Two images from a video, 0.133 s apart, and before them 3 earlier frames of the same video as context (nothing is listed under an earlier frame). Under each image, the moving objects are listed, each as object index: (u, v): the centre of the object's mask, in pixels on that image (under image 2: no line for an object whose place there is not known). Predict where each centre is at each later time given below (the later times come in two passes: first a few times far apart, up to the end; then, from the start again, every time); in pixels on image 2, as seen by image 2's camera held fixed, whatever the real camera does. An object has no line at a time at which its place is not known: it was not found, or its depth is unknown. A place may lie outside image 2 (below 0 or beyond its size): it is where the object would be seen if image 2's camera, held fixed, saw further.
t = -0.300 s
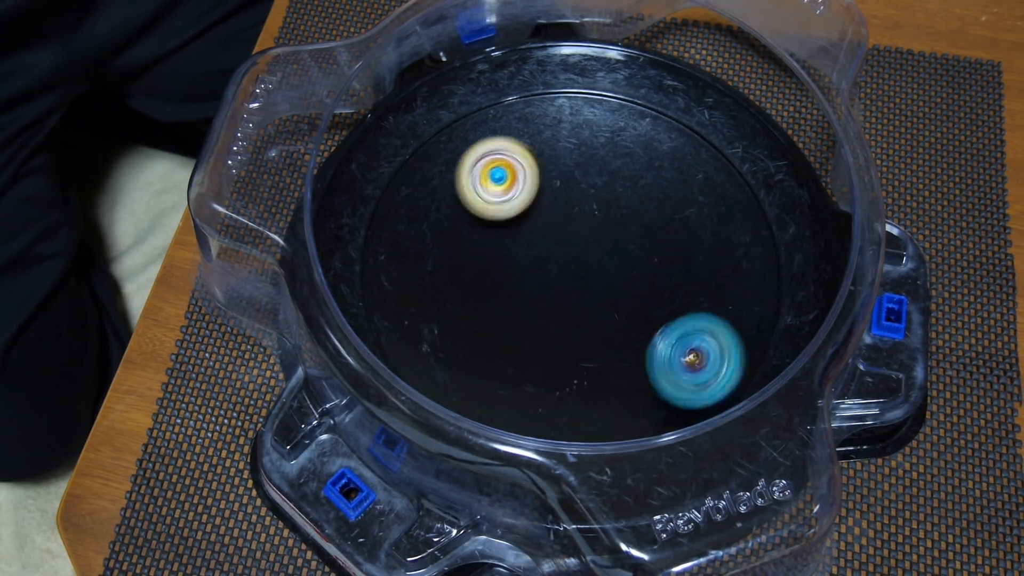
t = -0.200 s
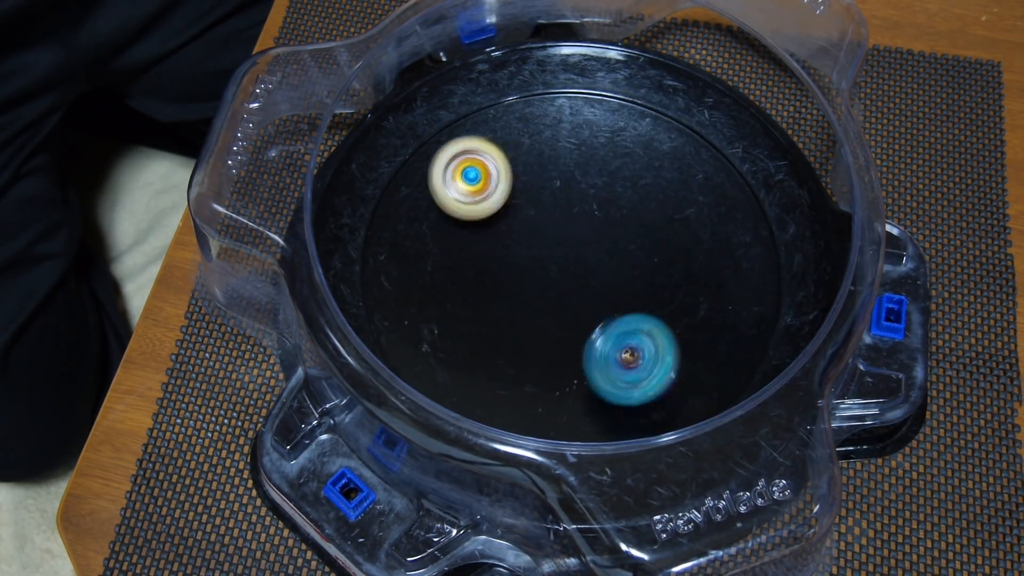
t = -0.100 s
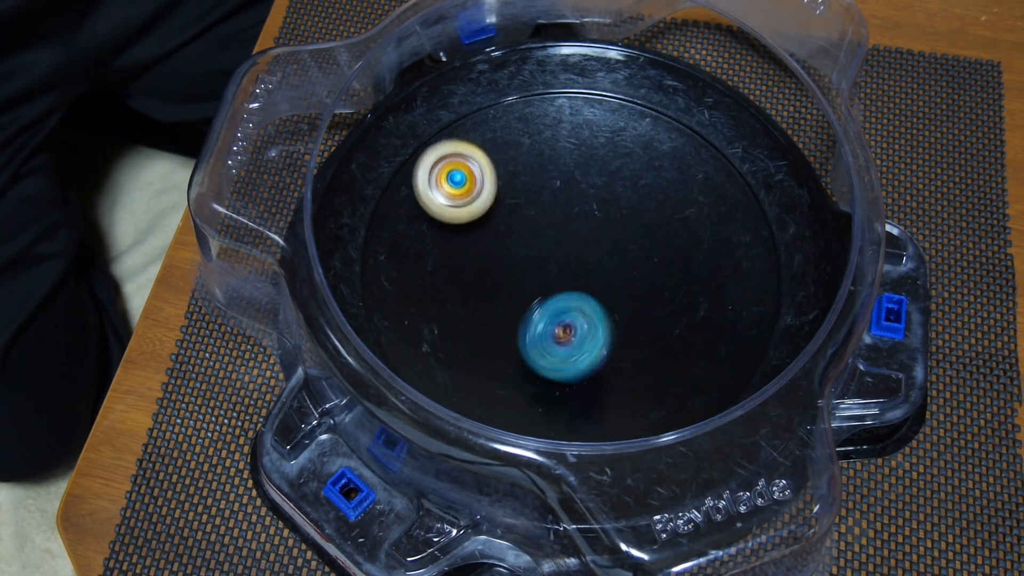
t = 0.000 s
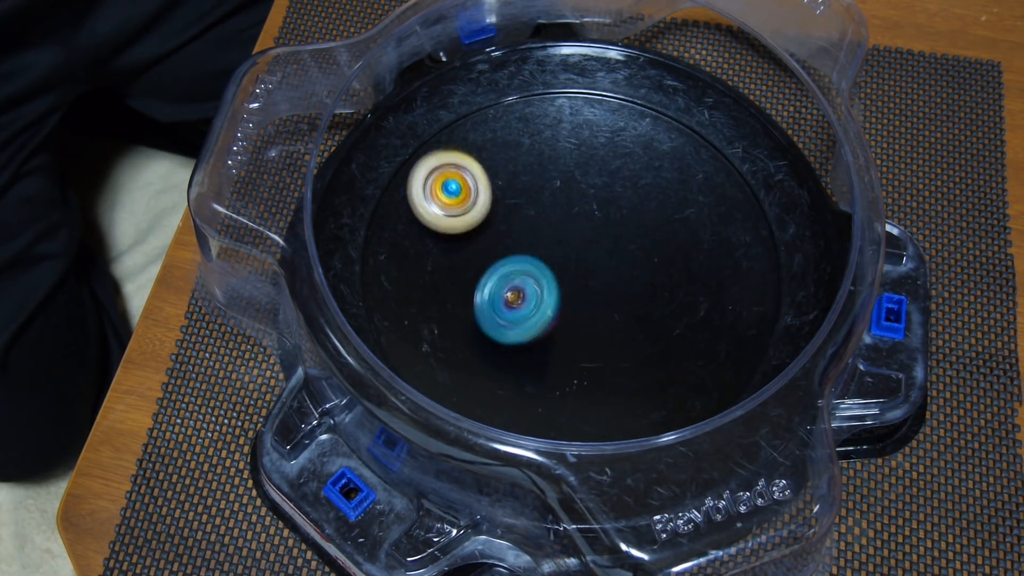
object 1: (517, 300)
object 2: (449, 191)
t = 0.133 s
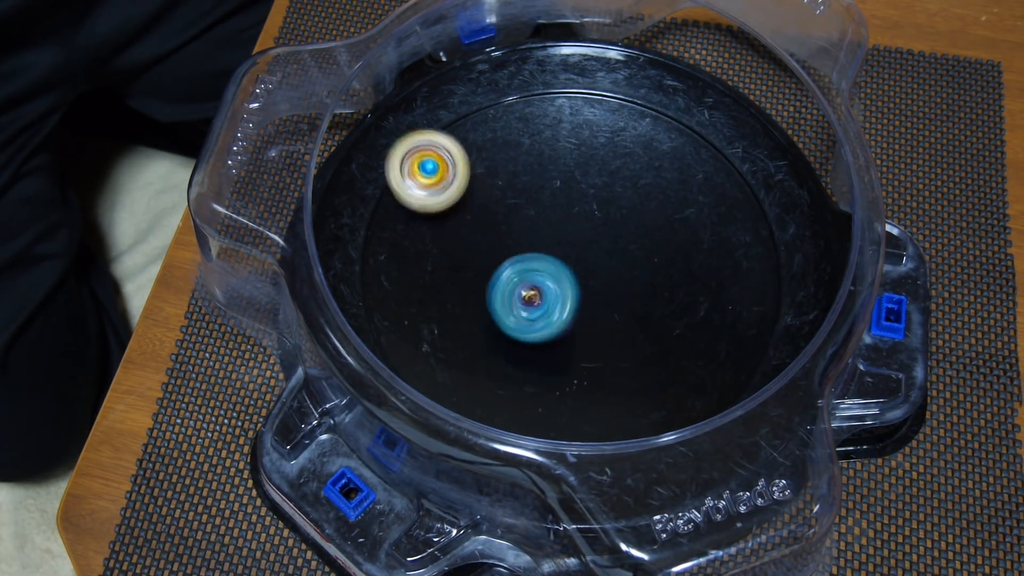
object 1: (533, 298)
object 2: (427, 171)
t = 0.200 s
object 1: (576, 322)
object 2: (421, 144)
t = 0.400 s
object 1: (691, 356)
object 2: (496, 158)
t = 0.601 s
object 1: (717, 313)
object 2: (561, 264)
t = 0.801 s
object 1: (628, 268)
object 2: (560, 347)
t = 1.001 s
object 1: (537, 249)
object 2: (535, 391)
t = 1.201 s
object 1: (504, 250)
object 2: (518, 346)
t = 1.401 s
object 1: (520, 226)
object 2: (609, 299)
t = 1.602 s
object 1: (544, 222)
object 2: (688, 287)
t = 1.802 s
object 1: (571, 221)
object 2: (726, 296)
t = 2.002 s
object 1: (596, 226)
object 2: (657, 286)
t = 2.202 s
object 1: (558, 201)
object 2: (630, 250)
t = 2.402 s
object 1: (532, 225)
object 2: (637, 226)
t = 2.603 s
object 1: (530, 254)
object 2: (616, 232)
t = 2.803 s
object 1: (499, 278)
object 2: (621, 231)
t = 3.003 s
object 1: (508, 278)
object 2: (584, 236)
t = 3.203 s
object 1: (518, 277)
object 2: (596, 220)
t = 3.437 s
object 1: (537, 266)
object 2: (623, 234)
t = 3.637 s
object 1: (532, 269)
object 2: (642, 259)
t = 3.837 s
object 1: (515, 255)
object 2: (628, 279)
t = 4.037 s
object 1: (486, 236)
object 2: (642, 269)
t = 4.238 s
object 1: (486, 223)
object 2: (680, 289)
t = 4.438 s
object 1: (530, 216)
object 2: (626, 287)
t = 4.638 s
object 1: (511, 158)
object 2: (635, 296)
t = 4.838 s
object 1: (532, 170)
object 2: (618, 298)
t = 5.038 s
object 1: (557, 185)
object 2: (606, 274)
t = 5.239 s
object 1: (567, 199)
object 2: (620, 276)
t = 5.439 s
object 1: (570, 207)
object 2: (616, 322)
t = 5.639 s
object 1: (579, 228)
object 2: (568, 317)
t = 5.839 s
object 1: (581, 239)
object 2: (524, 302)
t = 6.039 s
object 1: (601, 234)
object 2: (510, 272)
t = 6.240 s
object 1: (655, 229)
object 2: (510, 254)
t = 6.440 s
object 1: (657, 245)
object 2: (552, 253)
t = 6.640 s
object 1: (659, 272)
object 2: (563, 276)
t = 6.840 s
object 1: (650, 289)
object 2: (532, 277)
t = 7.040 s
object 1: (619, 287)
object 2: (518, 241)
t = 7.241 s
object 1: (612, 284)
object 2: (534, 204)
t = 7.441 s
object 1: (609, 278)
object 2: (563, 193)
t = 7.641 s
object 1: (613, 288)
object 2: (578, 207)
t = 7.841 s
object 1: (613, 306)
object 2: (568, 232)
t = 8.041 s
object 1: (601, 306)
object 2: (540, 242)
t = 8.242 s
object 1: (591, 299)
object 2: (528, 234)
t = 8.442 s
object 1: (596, 287)
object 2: (544, 221)
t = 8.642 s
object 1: (610, 286)
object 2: (560, 219)
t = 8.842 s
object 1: (619, 296)
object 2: (568, 222)
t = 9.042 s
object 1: (610, 302)
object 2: (573, 226)
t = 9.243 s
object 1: (593, 306)
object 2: (573, 227)
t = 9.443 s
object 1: (576, 310)
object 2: (574, 217)
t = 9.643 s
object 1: (569, 294)
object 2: (589, 217)
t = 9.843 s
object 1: (568, 304)
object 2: (602, 183)
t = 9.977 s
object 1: (583, 296)
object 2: (596, 177)
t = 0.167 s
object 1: (554, 310)
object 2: (423, 156)
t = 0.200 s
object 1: (576, 322)
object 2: (421, 144)
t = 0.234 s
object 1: (599, 333)
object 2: (424, 137)
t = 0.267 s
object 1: (621, 343)
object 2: (436, 136)
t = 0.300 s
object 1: (641, 350)
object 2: (450, 138)
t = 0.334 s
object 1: (660, 355)
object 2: (464, 142)
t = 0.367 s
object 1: (677, 358)
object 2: (481, 148)
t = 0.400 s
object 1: (691, 356)
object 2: (496, 158)
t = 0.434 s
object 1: (704, 353)
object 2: (510, 172)
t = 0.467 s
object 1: (714, 347)
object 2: (524, 188)
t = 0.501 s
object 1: (721, 340)
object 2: (536, 206)
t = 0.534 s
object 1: (725, 332)
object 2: (546, 226)
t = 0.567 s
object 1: (723, 322)
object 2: (554, 244)
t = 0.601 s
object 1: (717, 313)
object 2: (561, 264)
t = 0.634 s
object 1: (707, 305)
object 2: (564, 281)
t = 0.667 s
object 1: (694, 297)
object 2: (565, 296)
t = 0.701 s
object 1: (679, 289)
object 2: (565, 311)
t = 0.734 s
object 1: (663, 281)
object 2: (564, 324)
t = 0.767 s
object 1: (645, 275)
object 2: (562, 336)
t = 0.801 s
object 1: (628, 268)
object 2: (560, 347)
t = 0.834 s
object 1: (610, 262)
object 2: (557, 358)
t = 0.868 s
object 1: (593, 259)
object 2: (554, 367)
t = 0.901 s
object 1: (578, 255)
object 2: (549, 376)
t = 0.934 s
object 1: (563, 252)
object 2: (546, 383)
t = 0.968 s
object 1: (550, 250)
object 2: (541, 388)
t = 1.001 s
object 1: (537, 249)
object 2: (535, 391)
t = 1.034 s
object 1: (527, 248)
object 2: (527, 392)
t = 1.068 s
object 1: (518, 248)
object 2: (519, 390)
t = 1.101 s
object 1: (511, 249)
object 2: (513, 384)
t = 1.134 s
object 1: (506, 249)
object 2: (511, 374)
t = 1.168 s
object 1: (504, 250)
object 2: (512, 361)
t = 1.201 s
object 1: (504, 250)
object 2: (518, 346)
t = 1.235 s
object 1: (505, 250)
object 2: (527, 331)
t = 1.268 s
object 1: (508, 244)
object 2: (542, 322)
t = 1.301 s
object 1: (511, 238)
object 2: (559, 316)
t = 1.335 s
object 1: (514, 233)
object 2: (576, 309)
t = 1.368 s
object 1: (517, 229)
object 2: (593, 303)
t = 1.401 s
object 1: (520, 226)
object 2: (609, 299)
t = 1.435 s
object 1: (523, 225)
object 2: (624, 294)
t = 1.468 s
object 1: (527, 224)
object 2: (640, 292)
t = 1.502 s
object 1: (532, 223)
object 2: (652, 289)
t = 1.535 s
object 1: (536, 223)
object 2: (665, 288)
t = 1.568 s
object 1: (540, 223)
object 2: (676, 287)
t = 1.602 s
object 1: (544, 222)
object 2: (688, 287)
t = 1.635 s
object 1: (548, 222)
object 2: (699, 287)
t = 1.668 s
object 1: (553, 221)
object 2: (707, 287)
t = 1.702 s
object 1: (557, 221)
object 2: (714, 288)
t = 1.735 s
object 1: (562, 221)
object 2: (720, 290)
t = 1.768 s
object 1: (567, 221)
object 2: (725, 292)
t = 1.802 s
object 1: (571, 221)
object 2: (726, 296)
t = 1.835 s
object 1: (576, 221)
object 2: (723, 300)
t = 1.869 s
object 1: (581, 222)
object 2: (715, 302)
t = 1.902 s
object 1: (586, 223)
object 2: (701, 302)
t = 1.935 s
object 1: (590, 225)
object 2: (687, 300)
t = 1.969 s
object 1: (594, 226)
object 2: (671, 293)
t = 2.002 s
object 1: (596, 226)
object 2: (657, 286)
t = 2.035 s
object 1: (590, 220)
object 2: (651, 283)
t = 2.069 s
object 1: (583, 213)
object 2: (645, 277)
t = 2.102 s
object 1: (577, 209)
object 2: (638, 269)
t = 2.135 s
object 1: (571, 204)
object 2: (634, 262)
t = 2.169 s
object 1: (564, 201)
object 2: (632, 255)
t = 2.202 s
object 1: (558, 201)
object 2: (630, 250)
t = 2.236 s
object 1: (551, 203)
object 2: (629, 243)
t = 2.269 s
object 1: (544, 205)
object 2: (631, 238)
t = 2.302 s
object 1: (538, 209)
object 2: (633, 233)
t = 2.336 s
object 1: (534, 213)
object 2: (635, 230)
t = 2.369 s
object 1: (533, 219)
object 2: (637, 228)
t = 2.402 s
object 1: (532, 225)
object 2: (637, 226)
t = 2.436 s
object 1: (533, 231)
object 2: (637, 226)
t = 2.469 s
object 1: (533, 237)
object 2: (635, 226)
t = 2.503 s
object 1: (533, 242)
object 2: (632, 228)
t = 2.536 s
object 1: (533, 246)
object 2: (628, 230)
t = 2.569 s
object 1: (532, 250)
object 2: (622, 231)
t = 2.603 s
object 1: (530, 254)
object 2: (616, 232)
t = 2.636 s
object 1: (519, 260)
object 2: (618, 229)
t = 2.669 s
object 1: (511, 265)
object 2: (621, 228)
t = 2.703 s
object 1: (506, 269)
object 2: (623, 227)
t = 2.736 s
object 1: (502, 273)
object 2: (623, 228)
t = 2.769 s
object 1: (500, 276)
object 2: (623, 229)
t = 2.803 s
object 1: (499, 278)
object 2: (621, 231)
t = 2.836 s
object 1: (498, 279)
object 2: (617, 233)
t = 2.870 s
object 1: (499, 280)
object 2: (612, 235)
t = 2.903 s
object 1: (501, 280)
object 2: (606, 236)
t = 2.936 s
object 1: (503, 280)
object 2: (598, 238)
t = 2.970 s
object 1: (506, 279)
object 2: (590, 238)
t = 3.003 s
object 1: (508, 278)
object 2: (584, 236)
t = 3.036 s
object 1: (505, 280)
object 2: (585, 230)
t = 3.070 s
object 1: (504, 280)
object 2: (586, 225)
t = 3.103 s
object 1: (506, 280)
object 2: (589, 222)
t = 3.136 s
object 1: (509, 280)
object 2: (591, 220)
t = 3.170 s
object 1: (513, 279)
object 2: (593, 219)
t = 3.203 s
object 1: (518, 277)
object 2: (596, 220)
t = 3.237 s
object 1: (523, 274)
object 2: (599, 221)
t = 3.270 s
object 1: (529, 271)
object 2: (601, 223)
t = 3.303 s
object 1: (529, 271)
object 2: (606, 222)
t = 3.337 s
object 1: (530, 271)
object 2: (611, 223)
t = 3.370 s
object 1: (532, 270)
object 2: (616, 226)
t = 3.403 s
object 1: (536, 268)
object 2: (619, 229)
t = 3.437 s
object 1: (537, 266)
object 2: (623, 234)
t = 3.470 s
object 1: (532, 268)
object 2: (632, 235)
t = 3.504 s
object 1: (528, 269)
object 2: (639, 238)
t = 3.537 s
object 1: (527, 270)
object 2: (644, 242)
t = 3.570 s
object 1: (528, 270)
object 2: (646, 247)
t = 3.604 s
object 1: (529, 269)
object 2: (645, 253)
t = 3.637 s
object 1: (532, 269)
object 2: (642, 259)
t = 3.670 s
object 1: (534, 268)
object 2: (637, 264)
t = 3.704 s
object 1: (537, 266)
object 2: (628, 269)
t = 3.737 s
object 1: (528, 263)
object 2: (630, 271)
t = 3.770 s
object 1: (521, 260)
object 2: (632, 274)
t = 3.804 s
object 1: (517, 257)
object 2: (631, 276)
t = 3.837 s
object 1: (515, 255)
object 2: (628, 279)
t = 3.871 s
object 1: (516, 253)
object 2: (623, 279)
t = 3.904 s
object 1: (518, 252)
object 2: (615, 278)
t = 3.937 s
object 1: (520, 250)
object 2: (608, 275)
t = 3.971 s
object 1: (511, 246)
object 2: (614, 271)
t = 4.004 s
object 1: (497, 240)
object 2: (630, 269)
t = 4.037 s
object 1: (486, 236)
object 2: (642, 269)
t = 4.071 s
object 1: (480, 233)
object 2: (652, 269)
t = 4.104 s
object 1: (477, 230)
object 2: (661, 271)
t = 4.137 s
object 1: (476, 228)
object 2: (669, 273)
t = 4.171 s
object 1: (478, 226)
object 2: (677, 278)
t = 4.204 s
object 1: (481, 224)
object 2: (681, 283)
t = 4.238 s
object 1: (486, 223)
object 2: (680, 289)
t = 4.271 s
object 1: (491, 222)
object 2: (676, 293)
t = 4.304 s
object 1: (498, 222)
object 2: (669, 297)
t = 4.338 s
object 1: (506, 220)
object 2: (659, 298)
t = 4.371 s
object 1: (513, 219)
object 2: (648, 296)
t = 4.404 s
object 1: (521, 217)
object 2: (637, 292)
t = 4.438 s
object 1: (530, 216)
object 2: (626, 287)
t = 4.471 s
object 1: (538, 216)
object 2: (613, 280)
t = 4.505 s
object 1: (542, 211)
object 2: (610, 276)
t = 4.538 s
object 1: (530, 192)
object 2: (620, 283)
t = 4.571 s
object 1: (522, 176)
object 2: (627, 288)
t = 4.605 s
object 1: (515, 164)
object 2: (632, 293)
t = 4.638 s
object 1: (511, 158)
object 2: (635, 296)
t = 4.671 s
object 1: (510, 155)
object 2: (636, 299)
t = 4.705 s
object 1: (512, 155)
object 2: (635, 301)
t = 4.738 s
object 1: (516, 157)
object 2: (632, 302)
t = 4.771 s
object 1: (520, 160)
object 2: (627, 302)
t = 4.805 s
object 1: (526, 165)
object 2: (624, 300)
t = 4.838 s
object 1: (532, 170)
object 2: (618, 298)
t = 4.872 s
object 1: (537, 177)
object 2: (611, 293)
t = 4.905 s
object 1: (544, 185)
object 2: (605, 286)
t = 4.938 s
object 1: (553, 192)
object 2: (599, 278)
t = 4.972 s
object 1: (560, 197)
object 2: (597, 271)
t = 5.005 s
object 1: (558, 189)
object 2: (602, 273)
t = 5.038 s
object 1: (557, 185)
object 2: (606, 274)
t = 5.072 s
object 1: (557, 185)
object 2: (608, 274)
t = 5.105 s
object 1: (559, 186)
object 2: (612, 274)
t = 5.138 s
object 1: (561, 188)
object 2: (613, 273)
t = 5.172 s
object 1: (564, 193)
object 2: (615, 272)
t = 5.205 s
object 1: (566, 199)
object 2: (615, 271)
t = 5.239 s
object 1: (567, 199)
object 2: (620, 276)
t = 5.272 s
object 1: (566, 196)
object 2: (624, 286)
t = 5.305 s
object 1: (566, 194)
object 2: (627, 295)
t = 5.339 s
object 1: (566, 195)
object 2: (627, 303)
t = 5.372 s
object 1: (567, 198)
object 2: (626, 310)
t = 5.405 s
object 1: (568, 203)
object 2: (622, 317)
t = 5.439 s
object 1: (570, 207)
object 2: (616, 322)
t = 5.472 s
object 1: (571, 213)
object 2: (609, 325)
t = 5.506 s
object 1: (572, 219)
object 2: (600, 324)
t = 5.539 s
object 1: (573, 225)
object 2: (592, 323)
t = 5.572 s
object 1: (575, 231)
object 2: (582, 317)
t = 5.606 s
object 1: (577, 233)
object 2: (577, 314)
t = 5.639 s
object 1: (579, 228)
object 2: (568, 317)
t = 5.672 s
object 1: (580, 226)
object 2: (561, 320)
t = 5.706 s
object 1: (582, 226)
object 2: (552, 321)
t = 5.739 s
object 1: (581, 228)
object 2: (543, 321)
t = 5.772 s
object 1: (581, 231)
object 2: (535, 317)
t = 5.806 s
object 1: (580, 236)
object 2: (529, 311)
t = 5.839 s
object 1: (581, 239)
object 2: (524, 302)
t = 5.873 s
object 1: (586, 235)
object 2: (515, 301)
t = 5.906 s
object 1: (594, 232)
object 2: (510, 298)
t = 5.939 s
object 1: (599, 231)
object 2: (505, 293)
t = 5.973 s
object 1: (599, 230)
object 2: (503, 287)
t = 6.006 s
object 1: (600, 232)
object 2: (505, 279)
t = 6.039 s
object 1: (601, 234)
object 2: (510, 272)
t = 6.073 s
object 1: (600, 234)
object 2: (517, 265)
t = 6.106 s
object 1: (610, 234)
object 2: (518, 262)
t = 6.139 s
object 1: (627, 232)
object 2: (514, 261)
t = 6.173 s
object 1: (641, 228)
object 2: (511, 260)
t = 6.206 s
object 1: (649, 228)
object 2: (509, 257)
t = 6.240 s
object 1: (655, 229)
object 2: (510, 254)
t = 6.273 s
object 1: (660, 229)
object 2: (513, 252)
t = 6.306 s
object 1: (661, 231)
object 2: (516, 250)
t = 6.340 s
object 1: (662, 234)
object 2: (524, 248)
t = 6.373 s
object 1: (662, 236)
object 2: (533, 248)
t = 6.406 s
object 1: (660, 240)
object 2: (541, 250)
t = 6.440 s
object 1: (657, 245)
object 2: (552, 253)
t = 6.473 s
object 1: (654, 248)
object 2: (561, 256)
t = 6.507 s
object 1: (656, 254)
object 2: (564, 261)
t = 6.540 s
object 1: (661, 259)
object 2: (564, 265)
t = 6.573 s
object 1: (660, 263)
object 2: (566, 270)
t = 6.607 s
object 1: (658, 267)
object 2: (566, 274)
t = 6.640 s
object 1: (659, 272)
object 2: (563, 276)
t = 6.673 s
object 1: (657, 275)
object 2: (562, 279)
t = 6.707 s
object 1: (653, 279)
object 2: (558, 280)
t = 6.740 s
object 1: (649, 283)
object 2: (556, 281)
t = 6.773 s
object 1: (648, 285)
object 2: (552, 280)
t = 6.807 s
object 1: (650, 289)
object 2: (539, 279)
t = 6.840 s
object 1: (650, 289)
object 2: (532, 277)
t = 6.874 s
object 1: (647, 289)
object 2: (525, 272)
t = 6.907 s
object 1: (643, 291)
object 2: (518, 267)
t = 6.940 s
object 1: (638, 289)
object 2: (515, 261)
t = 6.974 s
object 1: (631, 290)
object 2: (514, 255)
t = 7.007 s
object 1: (626, 289)
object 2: (514, 247)
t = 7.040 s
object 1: (619, 287)
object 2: (518, 241)
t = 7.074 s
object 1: (611, 286)
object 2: (524, 236)
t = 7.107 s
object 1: (606, 283)
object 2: (532, 232)
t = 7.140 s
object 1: (608, 284)
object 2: (533, 225)
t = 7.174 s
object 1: (613, 288)
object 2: (532, 217)
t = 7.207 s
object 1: (613, 286)
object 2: (532, 210)
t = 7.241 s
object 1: (612, 284)
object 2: (534, 204)
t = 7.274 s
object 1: (611, 281)
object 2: (537, 199)
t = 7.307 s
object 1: (608, 277)
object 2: (542, 195)
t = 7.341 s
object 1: (607, 275)
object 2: (549, 194)
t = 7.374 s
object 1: (604, 270)
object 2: (556, 194)
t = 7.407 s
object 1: (604, 269)
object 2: (562, 196)
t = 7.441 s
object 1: (609, 278)
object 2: (563, 193)
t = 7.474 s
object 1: (610, 283)
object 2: (565, 191)
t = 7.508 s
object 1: (612, 288)
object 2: (567, 191)
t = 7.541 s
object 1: (612, 288)
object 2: (571, 193)
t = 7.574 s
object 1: (613, 289)
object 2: (574, 196)
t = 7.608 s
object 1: (613, 290)
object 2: (576, 201)
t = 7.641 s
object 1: (613, 288)
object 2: (578, 207)
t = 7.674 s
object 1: (613, 290)
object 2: (579, 213)
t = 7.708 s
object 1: (615, 295)
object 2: (577, 216)
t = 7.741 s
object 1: (614, 301)
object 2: (575, 220)
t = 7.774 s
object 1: (615, 304)
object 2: (573, 223)
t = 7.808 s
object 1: (614, 305)
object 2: (571, 228)
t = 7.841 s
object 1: (613, 306)
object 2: (568, 232)
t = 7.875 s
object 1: (611, 306)
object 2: (563, 237)
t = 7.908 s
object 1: (609, 308)
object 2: (560, 239)
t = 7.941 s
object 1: (609, 309)
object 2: (554, 240)
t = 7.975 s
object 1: (606, 309)
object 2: (550, 240)
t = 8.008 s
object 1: (603, 309)
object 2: (545, 242)
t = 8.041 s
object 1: (601, 306)
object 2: (540, 242)
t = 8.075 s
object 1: (597, 304)
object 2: (536, 243)
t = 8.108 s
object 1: (596, 303)
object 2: (532, 242)
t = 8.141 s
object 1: (593, 301)
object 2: (531, 241)
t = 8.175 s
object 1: (592, 300)
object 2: (529, 239)
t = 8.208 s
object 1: (591, 297)
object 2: (529, 238)
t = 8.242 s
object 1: (591, 299)
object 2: (528, 234)
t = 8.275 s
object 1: (591, 296)
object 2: (528, 231)
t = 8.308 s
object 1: (591, 294)
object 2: (529, 228)
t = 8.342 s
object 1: (592, 291)
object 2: (532, 226)
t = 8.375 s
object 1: (592, 289)
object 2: (536, 225)
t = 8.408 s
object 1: (595, 288)
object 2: (540, 223)
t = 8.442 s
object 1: (596, 287)
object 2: (544, 221)
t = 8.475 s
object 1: (600, 289)
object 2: (546, 220)
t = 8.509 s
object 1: (602, 289)
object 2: (546, 218)
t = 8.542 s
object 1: (605, 289)
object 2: (550, 217)
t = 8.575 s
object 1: (607, 288)
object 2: (552, 217)
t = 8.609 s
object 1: (609, 287)
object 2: (555, 218)
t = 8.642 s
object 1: (610, 286)
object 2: (560, 219)
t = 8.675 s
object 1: (613, 288)
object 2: (561, 220)
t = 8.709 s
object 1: (615, 288)
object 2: (563, 220)
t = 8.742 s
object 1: (616, 289)
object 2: (565, 220)
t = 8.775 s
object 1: (618, 289)
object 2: (567, 222)
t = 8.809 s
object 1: (618, 291)
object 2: (569, 223)
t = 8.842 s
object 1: (619, 296)
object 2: (568, 222)
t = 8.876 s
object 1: (617, 298)
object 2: (570, 221)
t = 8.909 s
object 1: (617, 300)
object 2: (568, 221)
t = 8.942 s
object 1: (616, 299)
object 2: (571, 222)
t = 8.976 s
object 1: (615, 302)
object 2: (570, 222)
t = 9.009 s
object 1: (613, 301)
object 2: (573, 224)
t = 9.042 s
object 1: (610, 302)
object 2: (573, 226)
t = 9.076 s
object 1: (609, 305)
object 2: (573, 225)
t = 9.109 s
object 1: (606, 308)
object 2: (574, 225)
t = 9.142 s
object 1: (603, 307)
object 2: (574, 225)
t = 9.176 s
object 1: (599, 306)
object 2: (574, 226)
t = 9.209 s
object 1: (597, 305)
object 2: (575, 227)
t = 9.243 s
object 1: (593, 306)
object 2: (573, 227)
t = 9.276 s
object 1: (589, 307)
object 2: (572, 226)
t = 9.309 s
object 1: (585, 307)
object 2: (572, 225)
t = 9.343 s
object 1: (584, 306)
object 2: (573, 225)
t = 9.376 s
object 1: (581, 305)
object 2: (573, 224)
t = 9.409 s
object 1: (578, 308)
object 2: (572, 221)
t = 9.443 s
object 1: (576, 310)
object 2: (574, 217)
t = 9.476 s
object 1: (573, 309)
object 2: (577, 214)
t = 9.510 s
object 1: (571, 307)
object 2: (579, 212)
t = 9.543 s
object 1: (571, 304)
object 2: (582, 212)
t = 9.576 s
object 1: (569, 301)
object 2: (585, 213)
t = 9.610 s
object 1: (569, 296)
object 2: (587, 215)
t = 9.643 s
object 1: (569, 294)
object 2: (589, 217)
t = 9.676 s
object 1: (567, 302)
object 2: (591, 209)
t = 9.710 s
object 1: (564, 308)
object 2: (598, 199)
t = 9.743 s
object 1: (561, 309)
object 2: (599, 192)
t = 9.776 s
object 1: (563, 308)
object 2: (600, 189)
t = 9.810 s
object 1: (565, 306)
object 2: (602, 186)
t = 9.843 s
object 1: (568, 304)
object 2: (602, 183)
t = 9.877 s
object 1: (571, 302)
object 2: (602, 180)
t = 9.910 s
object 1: (575, 300)
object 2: (599, 177)
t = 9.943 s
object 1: (579, 298)
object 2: (598, 176)
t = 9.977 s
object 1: (583, 296)
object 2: (596, 177)
